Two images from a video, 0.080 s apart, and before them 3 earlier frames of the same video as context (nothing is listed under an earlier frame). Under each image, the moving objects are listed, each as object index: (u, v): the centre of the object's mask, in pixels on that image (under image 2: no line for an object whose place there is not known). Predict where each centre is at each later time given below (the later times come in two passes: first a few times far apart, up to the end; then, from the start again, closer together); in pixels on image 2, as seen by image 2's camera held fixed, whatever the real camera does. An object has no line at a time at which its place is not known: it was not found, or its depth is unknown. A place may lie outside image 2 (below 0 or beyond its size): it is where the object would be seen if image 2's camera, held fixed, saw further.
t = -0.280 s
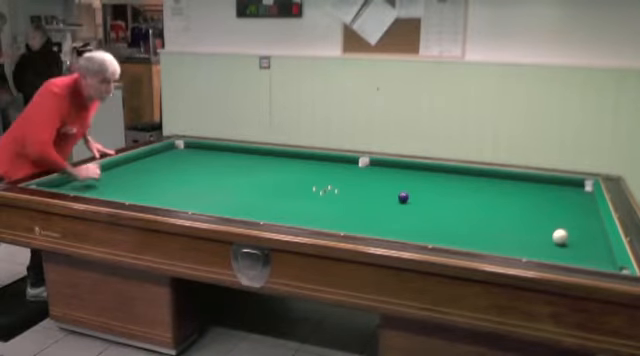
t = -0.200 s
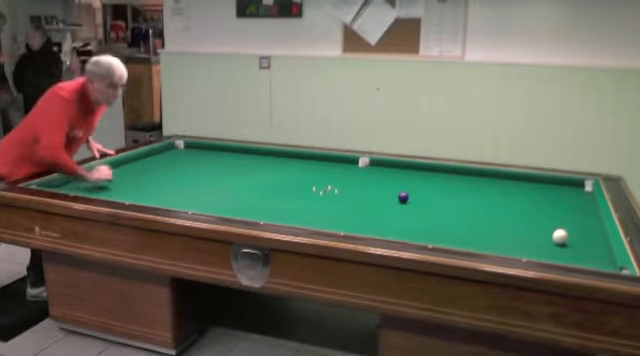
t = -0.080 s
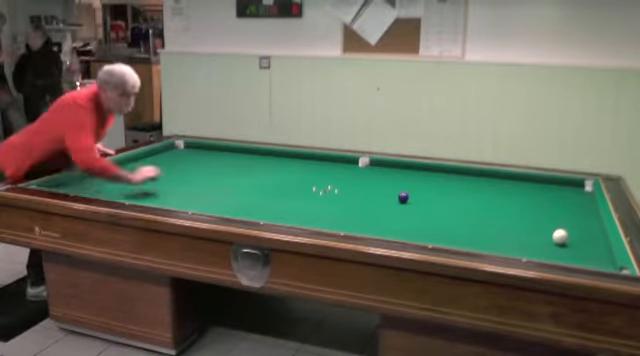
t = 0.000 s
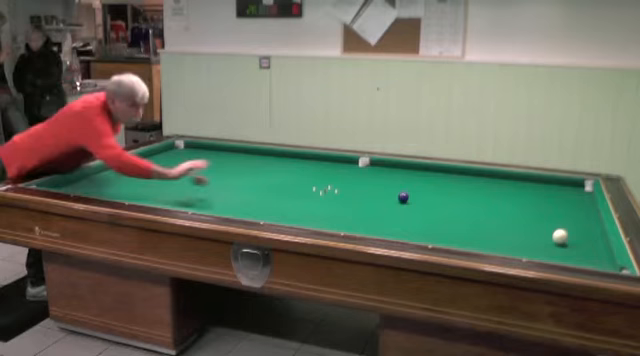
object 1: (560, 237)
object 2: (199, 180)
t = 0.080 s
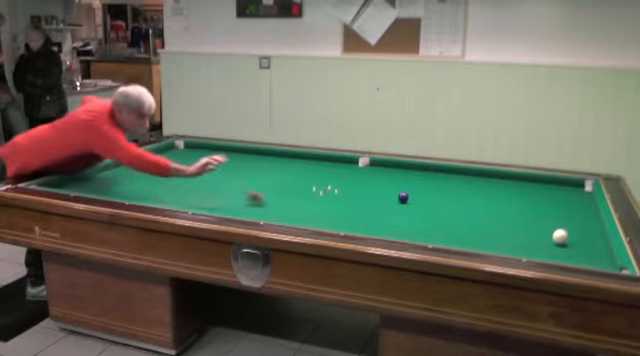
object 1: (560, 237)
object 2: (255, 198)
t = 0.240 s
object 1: (560, 237)
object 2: (377, 209)
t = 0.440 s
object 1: (560, 237)
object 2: (539, 232)
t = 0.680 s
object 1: (510, 242)
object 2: (576, 222)
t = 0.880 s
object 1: (409, 234)
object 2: (590, 214)
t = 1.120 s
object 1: (320, 223)
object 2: (572, 204)
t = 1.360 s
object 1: (251, 211)
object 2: (556, 195)
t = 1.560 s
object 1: (201, 202)
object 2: (544, 187)
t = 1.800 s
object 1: (149, 192)
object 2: (531, 181)
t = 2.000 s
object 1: (111, 185)
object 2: (521, 179)
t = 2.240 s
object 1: (80, 177)
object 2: (506, 180)
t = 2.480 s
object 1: (120, 178)
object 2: (491, 182)
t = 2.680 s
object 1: (150, 178)
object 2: (479, 184)
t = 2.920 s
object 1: (185, 178)
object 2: (464, 185)
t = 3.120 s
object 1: (214, 179)
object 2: (452, 187)
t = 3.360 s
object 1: (249, 179)
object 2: (436, 189)
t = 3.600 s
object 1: (284, 179)
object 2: (421, 190)
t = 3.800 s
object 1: (312, 179)
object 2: (409, 190)
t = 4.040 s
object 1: (345, 179)
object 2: (392, 193)
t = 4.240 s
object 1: (373, 179)
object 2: (379, 194)
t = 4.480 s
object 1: (405, 180)
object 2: (364, 197)
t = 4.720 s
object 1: (436, 180)
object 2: (349, 198)
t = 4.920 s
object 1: (461, 180)
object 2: (336, 200)
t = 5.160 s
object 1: (490, 181)
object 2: (320, 201)
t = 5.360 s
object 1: (513, 181)
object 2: (307, 203)
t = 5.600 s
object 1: (539, 181)
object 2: (292, 205)
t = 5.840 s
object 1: (565, 182)
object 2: (278, 206)
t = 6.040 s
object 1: (583, 185)
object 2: (266, 207)
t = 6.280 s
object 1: (573, 185)
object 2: (251, 209)
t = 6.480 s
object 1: (563, 185)
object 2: (240, 208)
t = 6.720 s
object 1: (552, 186)
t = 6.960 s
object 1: (541, 186)
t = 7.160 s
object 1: (531, 186)
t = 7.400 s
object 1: (520, 185)
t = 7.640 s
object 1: (509, 186)
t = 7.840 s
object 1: (500, 186)
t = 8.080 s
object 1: (490, 186)
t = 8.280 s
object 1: (482, 186)
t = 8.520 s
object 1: (472, 186)
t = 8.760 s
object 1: (463, 186)
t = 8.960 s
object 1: (455, 186)
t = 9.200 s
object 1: (446, 186)
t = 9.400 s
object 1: (439, 187)
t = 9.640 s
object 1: (431, 187)
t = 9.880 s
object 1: (423, 187)
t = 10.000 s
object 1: (419, 187)
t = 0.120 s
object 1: (560, 237)
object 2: (284, 197)
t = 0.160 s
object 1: (560, 237)
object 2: (312, 197)
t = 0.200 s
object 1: (560, 237)
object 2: (346, 202)
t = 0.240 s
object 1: (560, 237)
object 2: (377, 209)
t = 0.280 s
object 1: (560, 237)
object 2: (409, 213)
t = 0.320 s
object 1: (560, 237)
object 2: (441, 216)
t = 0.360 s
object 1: (560, 237)
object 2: (474, 222)
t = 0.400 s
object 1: (560, 237)
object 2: (507, 228)
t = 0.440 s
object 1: (560, 237)
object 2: (539, 232)
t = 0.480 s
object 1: (583, 242)
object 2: (551, 231)
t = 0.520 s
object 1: (599, 247)
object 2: (556, 230)
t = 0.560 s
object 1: (575, 246)
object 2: (561, 227)
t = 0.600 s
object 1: (553, 244)
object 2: (566, 225)
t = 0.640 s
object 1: (531, 244)
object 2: (570, 223)
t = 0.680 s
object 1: (510, 242)
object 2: (576, 222)
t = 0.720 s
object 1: (489, 240)
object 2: (580, 220)
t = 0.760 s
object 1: (469, 238)
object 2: (585, 219)
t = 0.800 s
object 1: (449, 236)
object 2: (590, 218)
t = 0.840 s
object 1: (429, 235)
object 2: (594, 216)
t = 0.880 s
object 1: (409, 234)
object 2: (590, 214)
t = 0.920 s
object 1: (392, 233)
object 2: (587, 212)
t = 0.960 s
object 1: (374, 231)
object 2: (584, 210)
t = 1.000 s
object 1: (358, 230)
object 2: (581, 209)
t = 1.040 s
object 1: (345, 228)
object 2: (577, 207)
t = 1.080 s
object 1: (332, 225)
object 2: (575, 205)
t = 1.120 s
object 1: (320, 223)
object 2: (572, 204)
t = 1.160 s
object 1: (308, 221)
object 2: (569, 203)
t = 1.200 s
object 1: (296, 219)
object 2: (566, 201)
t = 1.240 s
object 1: (284, 217)
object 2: (563, 199)
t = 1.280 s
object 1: (273, 215)
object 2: (561, 198)
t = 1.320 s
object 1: (262, 213)
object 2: (558, 196)
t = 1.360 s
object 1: (251, 211)
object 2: (556, 195)
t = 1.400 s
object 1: (241, 209)
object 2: (553, 194)
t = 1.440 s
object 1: (231, 207)
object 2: (551, 192)
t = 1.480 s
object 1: (220, 205)
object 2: (549, 191)
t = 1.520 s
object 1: (211, 204)
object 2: (546, 189)
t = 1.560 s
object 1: (201, 202)
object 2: (544, 187)
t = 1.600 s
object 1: (192, 200)
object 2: (542, 186)
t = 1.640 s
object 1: (183, 199)
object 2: (540, 185)
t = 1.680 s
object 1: (174, 197)
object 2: (537, 184)
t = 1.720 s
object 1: (165, 195)
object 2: (535, 183)
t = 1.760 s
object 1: (156, 194)
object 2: (533, 182)
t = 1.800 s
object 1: (149, 192)
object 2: (531, 181)
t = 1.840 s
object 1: (141, 191)
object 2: (529, 179)
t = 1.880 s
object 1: (133, 189)
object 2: (527, 179)
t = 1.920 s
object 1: (125, 188)
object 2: (526, 179)
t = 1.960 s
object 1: (118, 186)
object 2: (523, 179)
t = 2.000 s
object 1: (111, 185)
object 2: (521, 179)
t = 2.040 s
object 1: (104, 183)
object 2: (518, 179)
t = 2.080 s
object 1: (97, 182)
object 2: (517, 179)
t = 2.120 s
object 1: (90, 180)
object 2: (513, 179)
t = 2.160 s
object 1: (83, 179)
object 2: (510, 179)
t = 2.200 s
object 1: (77, 177)
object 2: (508, 180)
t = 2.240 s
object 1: (80, 177)
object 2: (506, 180)
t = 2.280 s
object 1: (88, 177)
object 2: (503, 180)
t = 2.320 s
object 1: (95, 178)
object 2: (501, 181)
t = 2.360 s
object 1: (102, 178)
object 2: (499, 181)
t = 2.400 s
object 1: (108, 178)
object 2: (496, 182)
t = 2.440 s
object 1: (114, 178)
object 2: (494, 182)
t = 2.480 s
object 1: (120, 178)
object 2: (491, 182)
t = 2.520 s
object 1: (126, 178)
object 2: (489, 182)
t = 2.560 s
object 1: (132, 178)
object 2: (486, 183)
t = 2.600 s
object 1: (138, 178)
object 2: (483, 183)
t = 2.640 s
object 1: (144, 178)
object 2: (481, 183)
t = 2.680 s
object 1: (150, 178)
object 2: (479, 184)
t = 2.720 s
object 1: (155, 178)
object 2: (477, 183)
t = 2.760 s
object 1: (161, 178)
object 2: (474, 184)
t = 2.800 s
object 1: (167, 178)
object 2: (471, 184)
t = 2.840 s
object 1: (173, 178)
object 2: (469, 184)
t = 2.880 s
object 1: (179, 178)
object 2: (466, 185)
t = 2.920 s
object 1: (185, 178)
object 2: (464, 185)
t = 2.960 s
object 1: (190, 179)
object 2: (461, 185)
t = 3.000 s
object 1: (196, 178)
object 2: (459, 186)
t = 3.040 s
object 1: (202, 178)
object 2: (457, 186)
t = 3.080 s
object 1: (208, 179)
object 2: (454, 187)
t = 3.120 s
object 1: (214, 179)
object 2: (452, 187)
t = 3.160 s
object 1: (220, 179)
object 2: (449, 187)
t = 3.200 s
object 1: (225, 179)
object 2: (446, 187)
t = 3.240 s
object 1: (232, 179)
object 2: (444, 188)
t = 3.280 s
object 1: (238, 179)
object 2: (441, 188)
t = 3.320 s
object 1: (243, 179)
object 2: (439, 188)
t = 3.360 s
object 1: (249, 179)
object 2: (436, 189)
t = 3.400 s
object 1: (255, 179)
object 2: (434, 189)
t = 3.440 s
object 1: (261, 179)
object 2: (431, 189)
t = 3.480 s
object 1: (267, 179)
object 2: (429, 189)
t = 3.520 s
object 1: (272, 179)
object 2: (426, 189)
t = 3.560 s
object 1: (278, 179)
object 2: (424, 190)
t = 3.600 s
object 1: (284, 179)
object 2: (421, 190)
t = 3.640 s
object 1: (290, 179)
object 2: (419, 190)
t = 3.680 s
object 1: (295, 179)
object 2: (416, 191)
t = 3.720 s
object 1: (301, 179)
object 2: (413, 191)
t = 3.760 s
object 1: (306, 179)
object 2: (411, 191)
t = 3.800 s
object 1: (312, 179)
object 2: (409, 190)
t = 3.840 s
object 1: (318, 179)
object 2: (407, 190)
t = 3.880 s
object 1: (323, 179)
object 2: (403, 189)
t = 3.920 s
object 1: (329, 179)
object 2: (401, 190)
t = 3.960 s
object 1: (335, 179)
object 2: (397, 191)
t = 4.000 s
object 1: (340, 179)
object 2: (395, 192)
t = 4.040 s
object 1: (345, 179)
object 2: (392, 193)
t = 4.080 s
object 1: (351, 179)
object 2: (390, 193)
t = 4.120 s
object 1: (357, 180)
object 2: (387, 193)
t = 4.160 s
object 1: (362, 179)
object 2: (384, 194)
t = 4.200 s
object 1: (368, 180)
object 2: (382, 194)
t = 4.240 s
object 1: (373, 179)
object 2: (379, 194)
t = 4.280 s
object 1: (378, 179)
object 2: (377, 195)
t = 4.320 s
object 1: (384, 179)
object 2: (374, 195)
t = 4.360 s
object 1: (389, 180)
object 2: (372, 196)
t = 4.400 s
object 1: (394, 180)
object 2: (369, 196)
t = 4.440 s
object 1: (400, 180)
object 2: (366, 196)
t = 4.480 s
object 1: (405, 180)
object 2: (364, 197)
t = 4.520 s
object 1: (410, 180)
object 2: (362, 197)
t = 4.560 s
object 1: (415, 180)
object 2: (359, 197)
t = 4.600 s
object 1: (421, 180)
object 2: (356, 197)
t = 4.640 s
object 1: (426, 180)
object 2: (354, 197)
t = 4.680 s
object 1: (431, 180)
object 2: (351, 198)
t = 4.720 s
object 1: (436, 180)
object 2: (349, 198)
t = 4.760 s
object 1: (441, 180)
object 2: (346, 199)
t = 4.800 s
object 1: (446, 180)
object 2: (344, 199)
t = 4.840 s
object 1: (451, 180)
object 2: (341, 199)
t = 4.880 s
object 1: (456, 180)
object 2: (339, 199)
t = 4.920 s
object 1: (461, 180)
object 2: (336, 200)
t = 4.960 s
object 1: (466, 180)
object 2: (333, 200)
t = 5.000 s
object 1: (471, 180)
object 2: (331, 200)
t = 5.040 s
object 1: (476, 180)
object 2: (328, 200)
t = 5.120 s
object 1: (485, 180)
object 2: (323, 201)
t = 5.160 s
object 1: (490, 181)
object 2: (320, 201)
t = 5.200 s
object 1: (494, 180)
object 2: (318, 201)
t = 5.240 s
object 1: (499, 181)
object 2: (315, 202)
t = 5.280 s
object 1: (504, 181)
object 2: (313, 203)
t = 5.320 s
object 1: (508, 181)
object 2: (310, 203)
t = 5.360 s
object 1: (513, 181)
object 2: (307, 203)
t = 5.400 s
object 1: (517, 181)
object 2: (305, 203)
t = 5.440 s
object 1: (522, 181)
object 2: (303, 203)
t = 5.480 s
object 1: (526, 181)
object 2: (300, 204)
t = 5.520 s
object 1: (531, 181)
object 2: (297, 204)
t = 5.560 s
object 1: (535, 181)
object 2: (295, 204)
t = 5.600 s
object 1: (539, 181)
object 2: (292, 205)
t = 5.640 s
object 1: (544, 181)
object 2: (290, 205)
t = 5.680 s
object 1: (548, 181)
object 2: (287, 205)
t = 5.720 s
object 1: (552, 181)
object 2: (285, 205)
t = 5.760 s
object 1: (557, 181)
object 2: (283, 206)
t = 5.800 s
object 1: (561, 181)
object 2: (280, 206)
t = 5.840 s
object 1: (565, 182)
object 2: (278, 206)
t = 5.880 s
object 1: (568, 182)
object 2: (275, 206)
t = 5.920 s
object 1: (572, 183)
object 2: (273, 206)
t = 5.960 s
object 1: (576, 184)
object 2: (271, 206)
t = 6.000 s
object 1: (579, 184)
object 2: (268, 207)
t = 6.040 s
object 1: (583, 185)
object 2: (266, 207)
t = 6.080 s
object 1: (584, 185)
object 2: (264, 207)
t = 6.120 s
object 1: (582, 185)
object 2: (261, 207)
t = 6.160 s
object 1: (579, 185)
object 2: (258, 208)
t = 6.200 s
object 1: (577, 185)
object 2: (256, 208)
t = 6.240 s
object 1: (576, 185)
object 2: (254, 208)
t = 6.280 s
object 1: (573, 185)
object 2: (251, 209)
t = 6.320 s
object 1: (571, 185)
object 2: (249, 208)
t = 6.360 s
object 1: (570, 185)
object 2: (247, 208)
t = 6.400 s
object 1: (567, 185)
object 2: (245, 209)
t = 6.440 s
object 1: (565, 185)
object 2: (242, 209)
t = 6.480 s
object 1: (563, 185)
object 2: (240, 208)
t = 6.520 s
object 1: (562, 185)
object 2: (238, 209)
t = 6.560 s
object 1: (560, 186)
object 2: (235, 208)
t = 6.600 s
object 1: (558, 185)
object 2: (233, 209)
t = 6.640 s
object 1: (556, 186)
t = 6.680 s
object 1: (554, 186)
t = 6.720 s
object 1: (552, 186)
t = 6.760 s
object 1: (550, 186)
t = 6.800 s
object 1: (548, 186)
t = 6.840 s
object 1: (546, 186)
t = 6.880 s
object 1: (544, 186)
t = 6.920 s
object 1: (543, 186)
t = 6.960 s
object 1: (541, 186)
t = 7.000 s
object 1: (538, 186)
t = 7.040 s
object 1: (537, 186)
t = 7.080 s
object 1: (535, 186)
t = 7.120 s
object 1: (533, 186)
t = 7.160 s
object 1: (531, 186)
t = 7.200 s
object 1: (529, 186)
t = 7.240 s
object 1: (527, 186)
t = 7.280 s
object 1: (526, 186)
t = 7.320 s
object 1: (524, 186)
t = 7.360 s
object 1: (522, 186)
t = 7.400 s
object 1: (520, 185)
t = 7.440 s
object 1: (518, 186)
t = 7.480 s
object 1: (516, 186)
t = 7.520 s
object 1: (514, 186)
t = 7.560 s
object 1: (513, 186)
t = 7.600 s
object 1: (511, 186)
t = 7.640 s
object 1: (509, 186)
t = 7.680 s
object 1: (507, 186)
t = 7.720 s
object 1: (506, 186)
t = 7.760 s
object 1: (504, 186)
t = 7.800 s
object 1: (502, 186)
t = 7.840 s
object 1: (500, 186)
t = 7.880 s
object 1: (499, 186)
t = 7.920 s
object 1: (497, 186)
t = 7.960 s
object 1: (495, 186)
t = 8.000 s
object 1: (494, 186)
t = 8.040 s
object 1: (492, 186)
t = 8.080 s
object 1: (490, 186)
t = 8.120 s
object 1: (488, 186)
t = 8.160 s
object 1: (487, 186)
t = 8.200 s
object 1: (485, 186)
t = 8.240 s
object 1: (483, 186)
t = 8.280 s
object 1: (482, 186)
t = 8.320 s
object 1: (480, 186)
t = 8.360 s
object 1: (479, 186)
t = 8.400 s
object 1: (477, 186)
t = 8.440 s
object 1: (475, 186)
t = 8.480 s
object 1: (474, 186)
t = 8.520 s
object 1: (472, 186)
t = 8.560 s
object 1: (470, 187)
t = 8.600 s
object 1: (469, 186)
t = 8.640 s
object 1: (467, 186)
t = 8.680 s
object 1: (466, 186)
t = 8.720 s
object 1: (464, 186)
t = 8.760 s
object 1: (463, 186)
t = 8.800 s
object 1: (461, 186)
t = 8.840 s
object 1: (460, 186)
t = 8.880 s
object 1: (458, 187)
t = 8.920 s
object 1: (457, 186)
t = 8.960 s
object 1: (455, 186)
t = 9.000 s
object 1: (454, 186)
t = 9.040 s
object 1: (452, 186)
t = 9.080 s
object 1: (451, 186)
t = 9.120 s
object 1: (450, 186)
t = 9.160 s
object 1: (448, 186)
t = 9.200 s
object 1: (446, 186)
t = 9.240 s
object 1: (445, 186)
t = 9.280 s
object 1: (444, 186)
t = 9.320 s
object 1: (442, 186)
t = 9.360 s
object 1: (441, 187)
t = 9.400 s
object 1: (439, 187)
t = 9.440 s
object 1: (438, 186)
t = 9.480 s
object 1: (437, 187)
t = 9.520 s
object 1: (435, 187)
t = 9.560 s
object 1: (434, 186)
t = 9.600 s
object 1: (432, 187)
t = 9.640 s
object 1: (431, 187)
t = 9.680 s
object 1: (430, 187)
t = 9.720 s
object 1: (428, 187)
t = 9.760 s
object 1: (427, 187)
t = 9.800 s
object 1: (426, 187)
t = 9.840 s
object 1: (425, 187)
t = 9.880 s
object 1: (423, 187)
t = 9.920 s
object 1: (422, 187)
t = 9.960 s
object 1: (420, 187)
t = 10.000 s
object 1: (419, 187)
